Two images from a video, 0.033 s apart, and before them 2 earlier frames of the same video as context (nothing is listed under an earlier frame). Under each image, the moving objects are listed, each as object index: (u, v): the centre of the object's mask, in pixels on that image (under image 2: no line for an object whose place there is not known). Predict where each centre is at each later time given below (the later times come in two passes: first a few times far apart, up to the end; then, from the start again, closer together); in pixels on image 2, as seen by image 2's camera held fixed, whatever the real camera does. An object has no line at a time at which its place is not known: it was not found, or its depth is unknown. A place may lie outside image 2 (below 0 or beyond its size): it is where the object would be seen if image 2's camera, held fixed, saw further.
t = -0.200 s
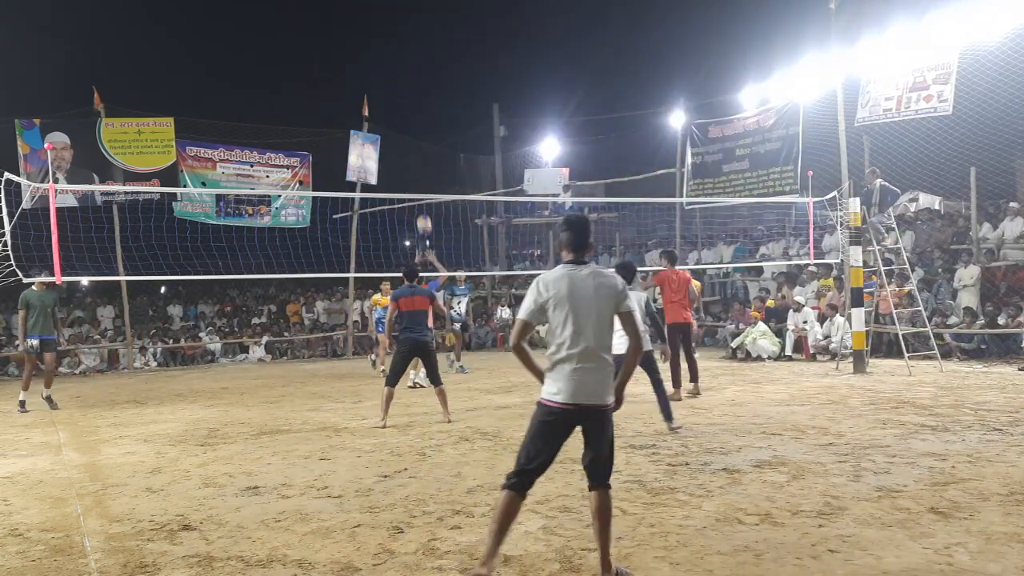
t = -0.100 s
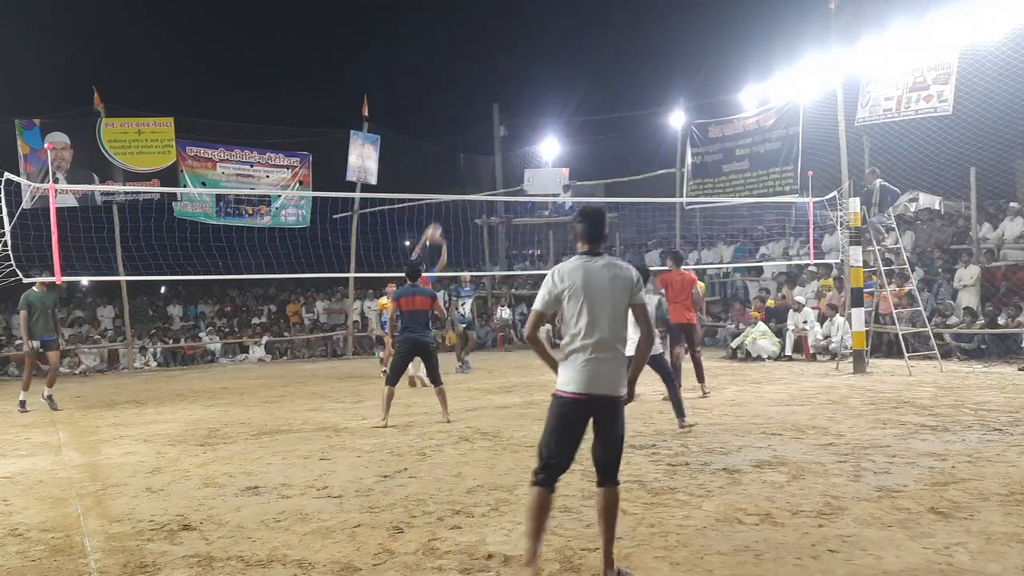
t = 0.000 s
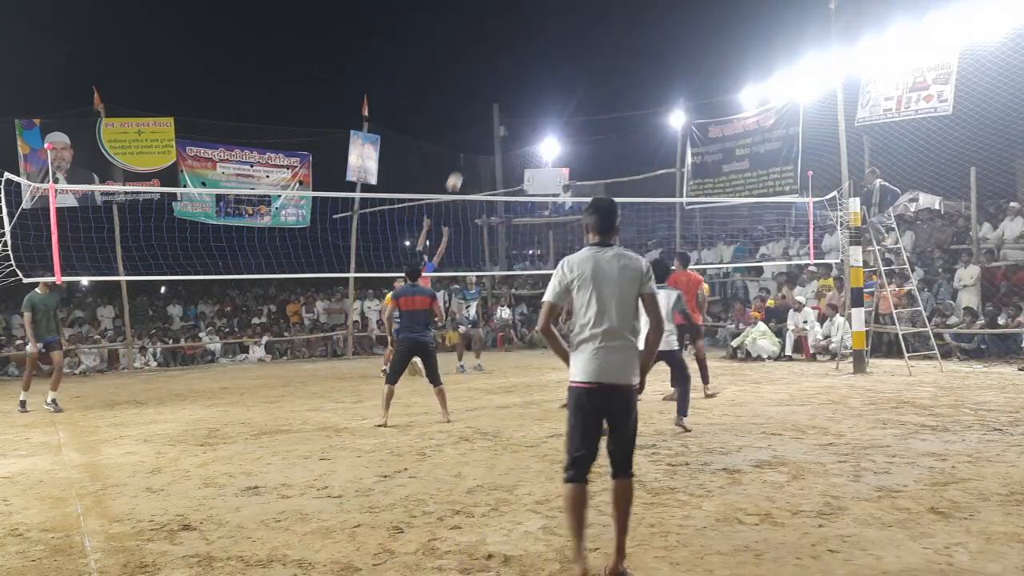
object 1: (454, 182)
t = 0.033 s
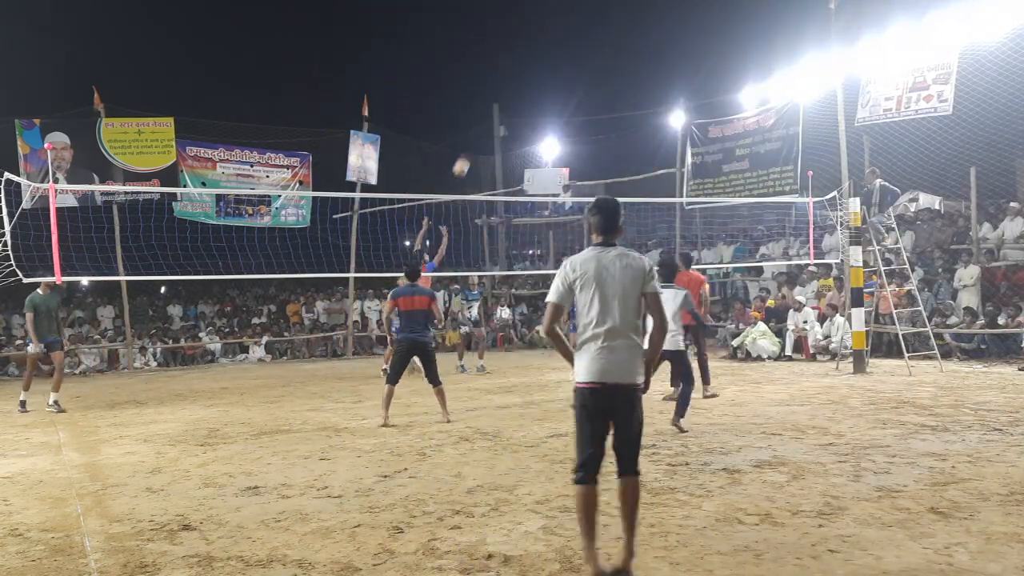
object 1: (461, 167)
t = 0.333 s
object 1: (523, 68)
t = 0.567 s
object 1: (568, 35)
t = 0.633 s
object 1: (581, 32)
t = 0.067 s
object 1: (468, 153)
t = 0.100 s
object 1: (475, 139)
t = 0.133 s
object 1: (482, 127)
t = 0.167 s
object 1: (489, 115)
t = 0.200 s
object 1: (495, 104)
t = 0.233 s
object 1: (502, 94)
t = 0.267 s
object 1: (509, 85)
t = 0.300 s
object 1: (516, 76)
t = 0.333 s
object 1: (523, 68)
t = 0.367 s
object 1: (529, 62)
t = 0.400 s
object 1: (536, 55)
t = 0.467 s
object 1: (549, 45)
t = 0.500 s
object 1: (555, 41)
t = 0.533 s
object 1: (562, 38)
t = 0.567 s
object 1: (568, 35)
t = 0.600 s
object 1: (575, 33)
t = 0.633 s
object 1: (581, 32)
